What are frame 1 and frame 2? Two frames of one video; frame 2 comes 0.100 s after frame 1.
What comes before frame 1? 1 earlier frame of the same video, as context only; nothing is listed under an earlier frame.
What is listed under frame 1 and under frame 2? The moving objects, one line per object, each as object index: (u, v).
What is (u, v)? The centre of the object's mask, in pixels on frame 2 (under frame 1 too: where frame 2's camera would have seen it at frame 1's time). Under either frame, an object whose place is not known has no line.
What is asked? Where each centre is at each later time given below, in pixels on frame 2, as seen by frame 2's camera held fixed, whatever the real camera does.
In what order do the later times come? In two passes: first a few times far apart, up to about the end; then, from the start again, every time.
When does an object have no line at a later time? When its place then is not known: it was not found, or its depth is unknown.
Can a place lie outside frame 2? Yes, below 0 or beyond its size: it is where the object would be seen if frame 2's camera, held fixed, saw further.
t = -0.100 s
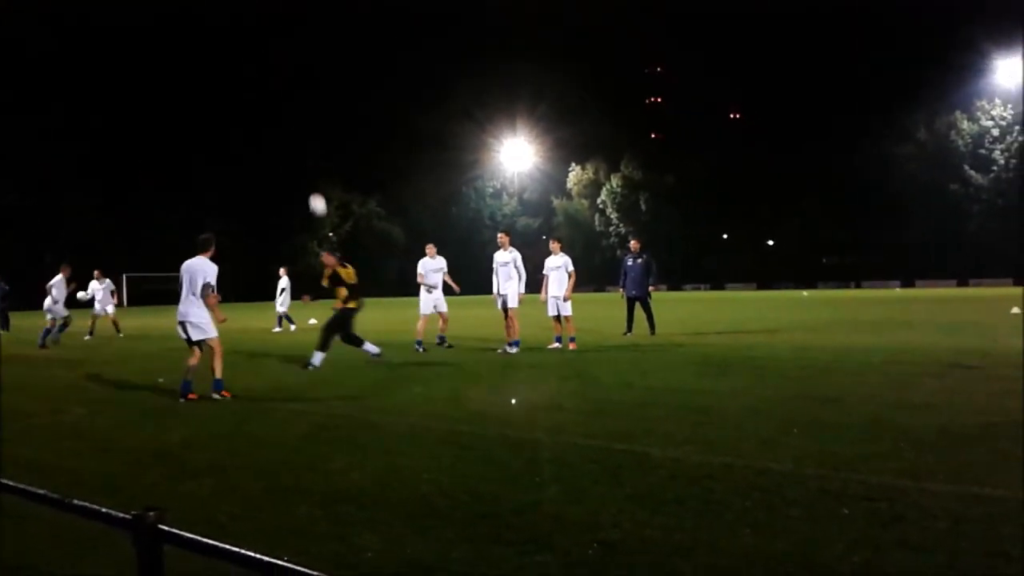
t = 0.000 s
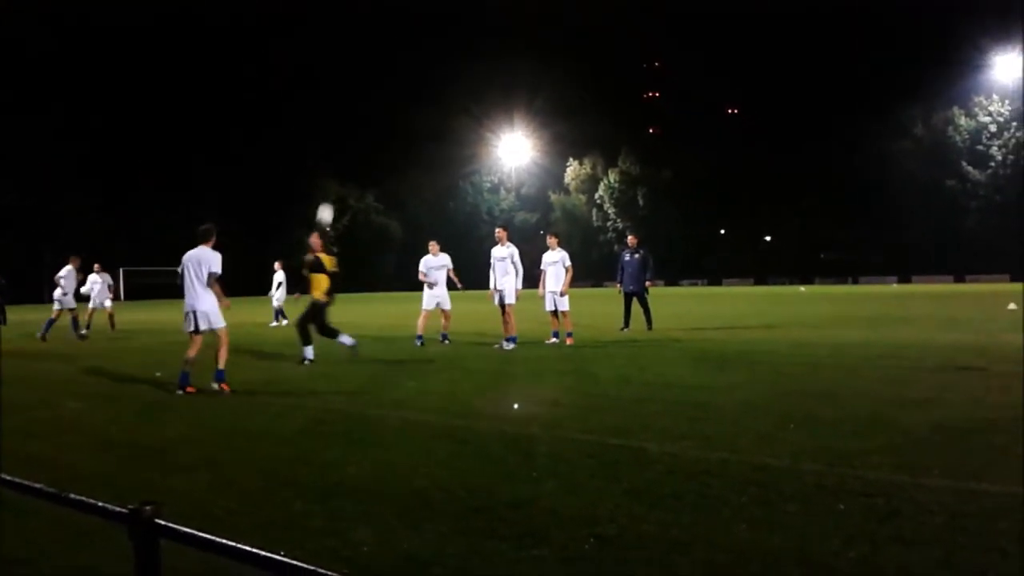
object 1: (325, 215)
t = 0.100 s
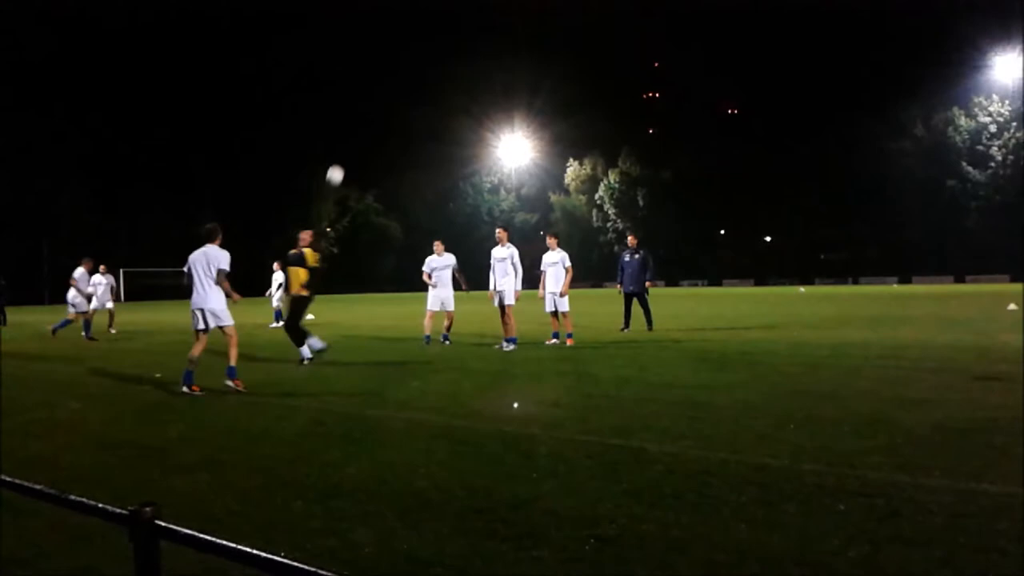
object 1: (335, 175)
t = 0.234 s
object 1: (348, 134)
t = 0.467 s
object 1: (370, 93)
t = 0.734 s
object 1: (390, 92)
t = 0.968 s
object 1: (413, 126)
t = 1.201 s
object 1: (430, 190)
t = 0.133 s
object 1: (338, 164)
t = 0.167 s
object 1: (342, 153)
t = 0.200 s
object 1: (345, 144)
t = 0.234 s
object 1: (348, 134)
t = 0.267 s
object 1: (352, 126)
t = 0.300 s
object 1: (355, 119)
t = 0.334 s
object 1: (357, 112)
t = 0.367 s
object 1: (359, 105)
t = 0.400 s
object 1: (362, 100)
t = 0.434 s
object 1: (366, 96)
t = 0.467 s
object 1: (370, 93)
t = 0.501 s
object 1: (374, 91)
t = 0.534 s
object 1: (376, 89)
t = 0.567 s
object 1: (378, 87)
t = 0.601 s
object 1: (381, 87)
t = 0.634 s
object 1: (384, 88)
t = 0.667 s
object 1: (386, 88)
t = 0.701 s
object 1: (388, 90)
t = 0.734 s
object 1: (390, 92)
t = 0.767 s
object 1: (394, 95)
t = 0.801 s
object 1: (398, 98)
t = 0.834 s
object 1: (401, 103)
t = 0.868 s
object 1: (404, 107)
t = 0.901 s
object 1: (407, 113)
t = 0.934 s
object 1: (409, 119)
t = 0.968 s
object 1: (413, 126)
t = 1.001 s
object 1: (416, 133)
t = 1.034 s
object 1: (419, 141)
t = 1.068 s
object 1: (421, 150)
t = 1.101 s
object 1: (424, 158)
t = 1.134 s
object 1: (426, 168)
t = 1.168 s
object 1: (429, 179)
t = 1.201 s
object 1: (430, 190)
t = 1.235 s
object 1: (433, 200)
